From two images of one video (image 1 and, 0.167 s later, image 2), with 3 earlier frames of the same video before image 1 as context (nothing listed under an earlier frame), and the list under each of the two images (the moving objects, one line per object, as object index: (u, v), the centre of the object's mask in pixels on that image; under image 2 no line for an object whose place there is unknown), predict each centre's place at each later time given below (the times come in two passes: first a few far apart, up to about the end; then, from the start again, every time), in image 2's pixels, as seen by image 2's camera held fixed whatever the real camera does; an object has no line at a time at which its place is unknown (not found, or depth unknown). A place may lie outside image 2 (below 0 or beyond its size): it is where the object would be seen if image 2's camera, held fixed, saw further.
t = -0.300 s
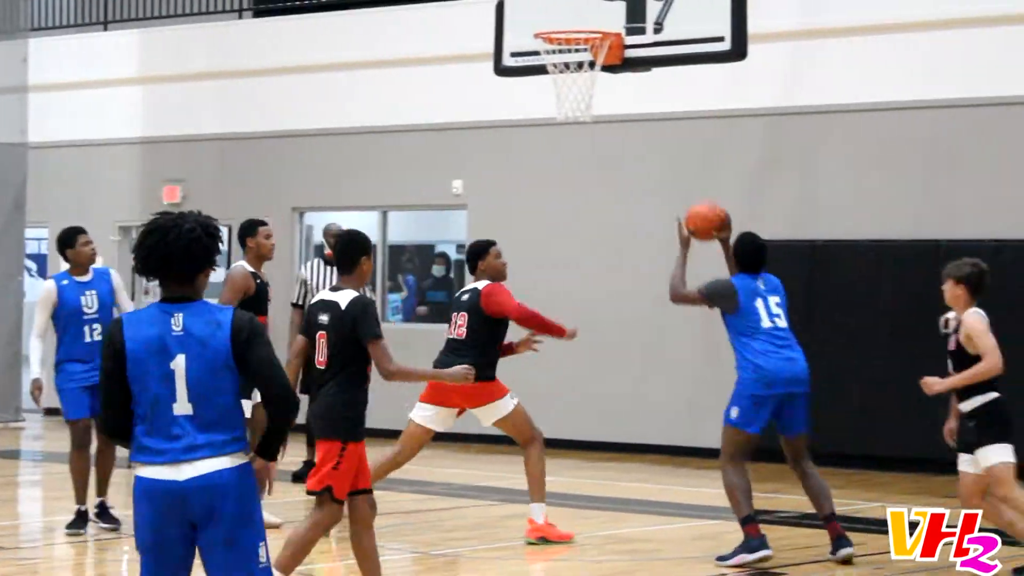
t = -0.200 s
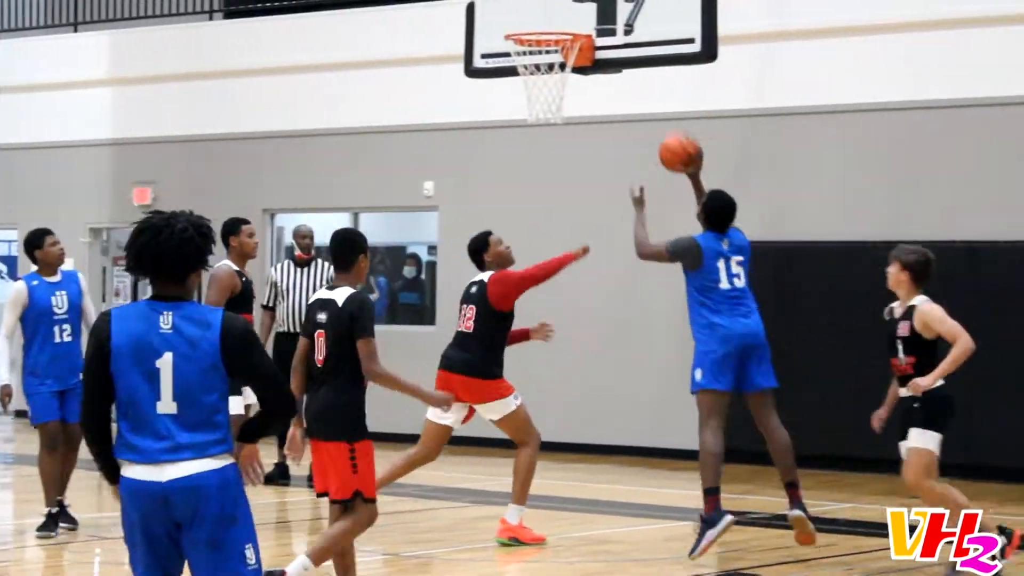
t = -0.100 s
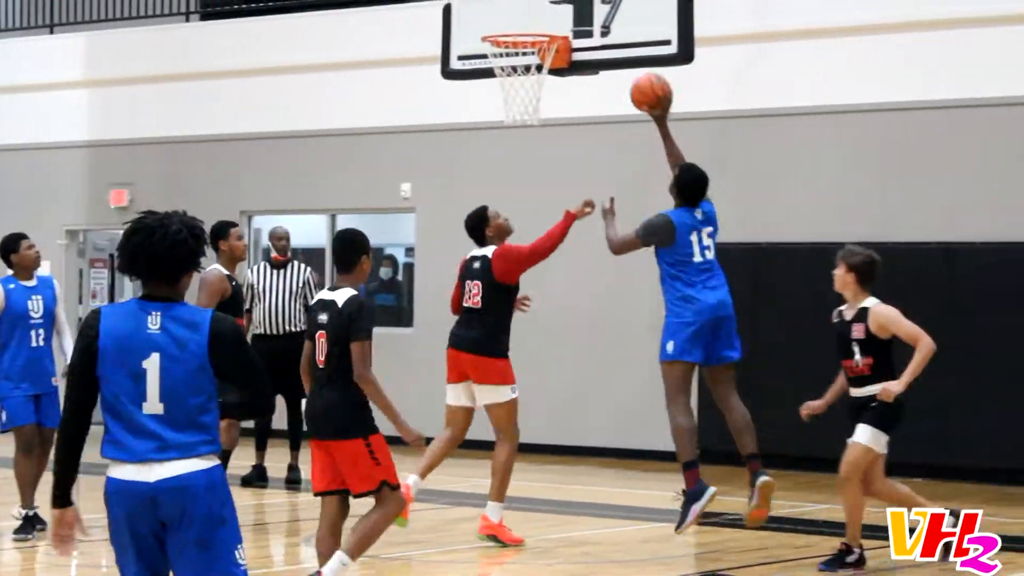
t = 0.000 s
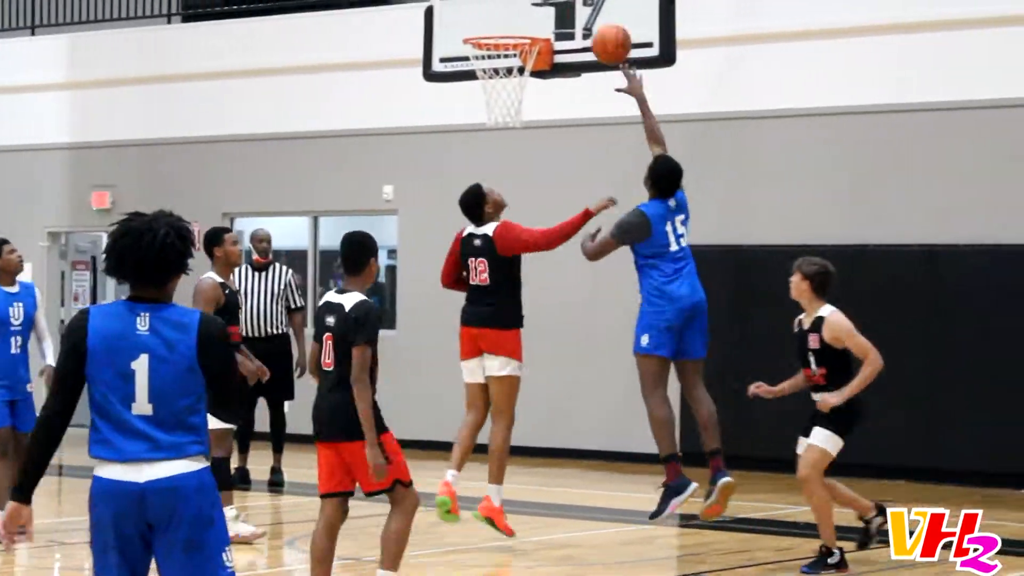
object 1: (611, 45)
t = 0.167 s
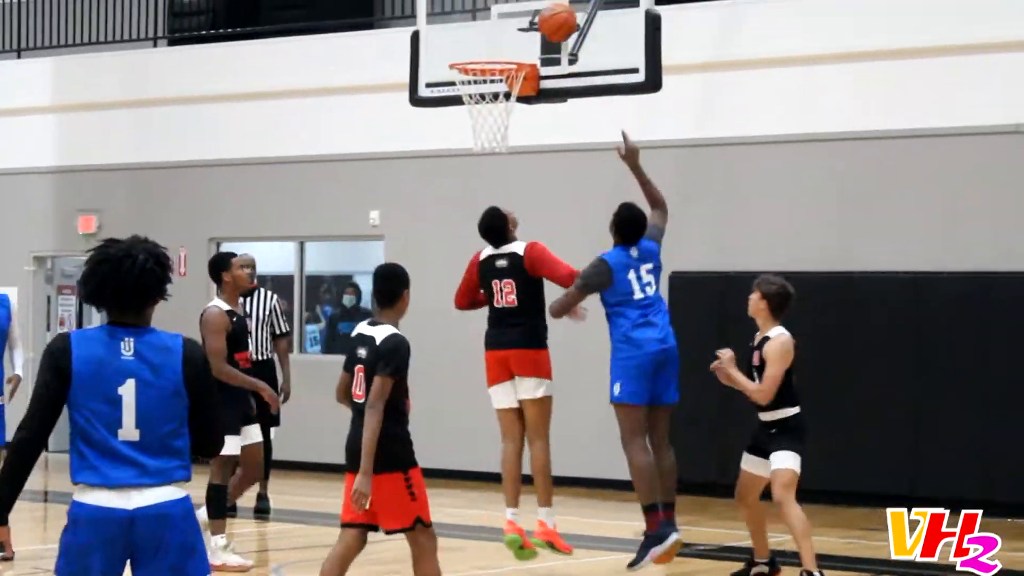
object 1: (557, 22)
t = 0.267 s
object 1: (527, 21)
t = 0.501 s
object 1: (475, 67)
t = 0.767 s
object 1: (506, 118)
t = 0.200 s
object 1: (547, 20)
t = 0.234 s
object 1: (537, 20)
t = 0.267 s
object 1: (527, 21)
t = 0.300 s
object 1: (516, 23)
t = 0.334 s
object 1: (506, 28)
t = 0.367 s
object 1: (496, 35)
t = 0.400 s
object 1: (486, 43)
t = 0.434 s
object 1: (475, 49)
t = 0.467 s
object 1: (471, 62)
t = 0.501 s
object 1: (475, 67)
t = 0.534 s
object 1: (478, 73)
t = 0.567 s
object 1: (484, 82)
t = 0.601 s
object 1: (489, 87)
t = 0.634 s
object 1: (492, 95)
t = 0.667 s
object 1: (497, 102)
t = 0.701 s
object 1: (500, 108)
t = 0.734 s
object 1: (504, 112)
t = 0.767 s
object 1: (506, 118)
